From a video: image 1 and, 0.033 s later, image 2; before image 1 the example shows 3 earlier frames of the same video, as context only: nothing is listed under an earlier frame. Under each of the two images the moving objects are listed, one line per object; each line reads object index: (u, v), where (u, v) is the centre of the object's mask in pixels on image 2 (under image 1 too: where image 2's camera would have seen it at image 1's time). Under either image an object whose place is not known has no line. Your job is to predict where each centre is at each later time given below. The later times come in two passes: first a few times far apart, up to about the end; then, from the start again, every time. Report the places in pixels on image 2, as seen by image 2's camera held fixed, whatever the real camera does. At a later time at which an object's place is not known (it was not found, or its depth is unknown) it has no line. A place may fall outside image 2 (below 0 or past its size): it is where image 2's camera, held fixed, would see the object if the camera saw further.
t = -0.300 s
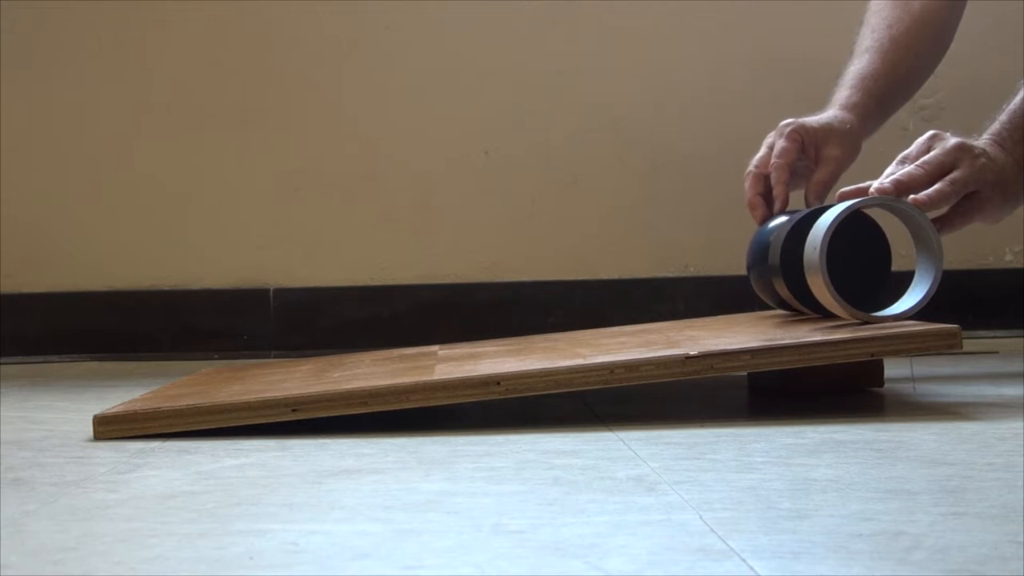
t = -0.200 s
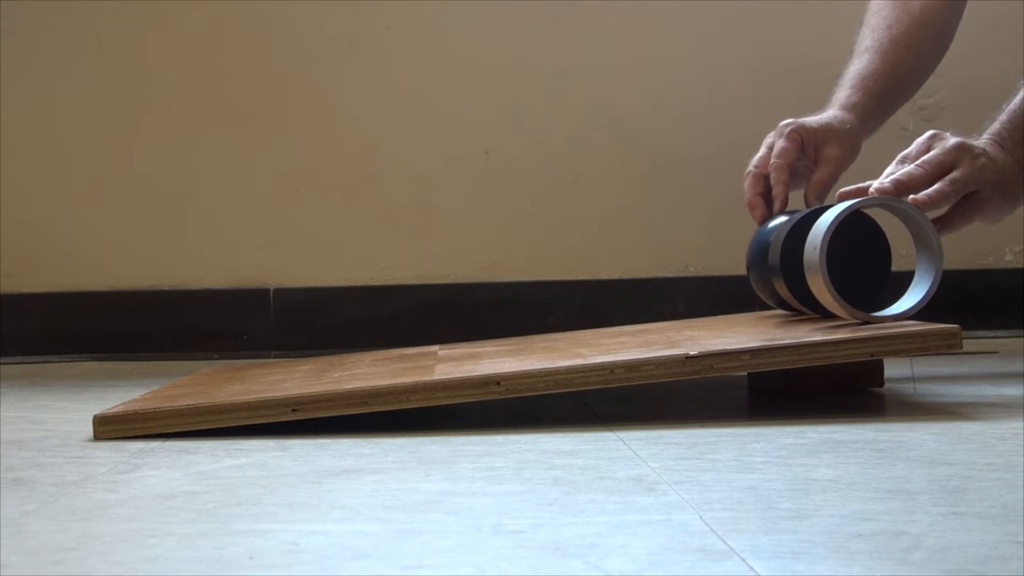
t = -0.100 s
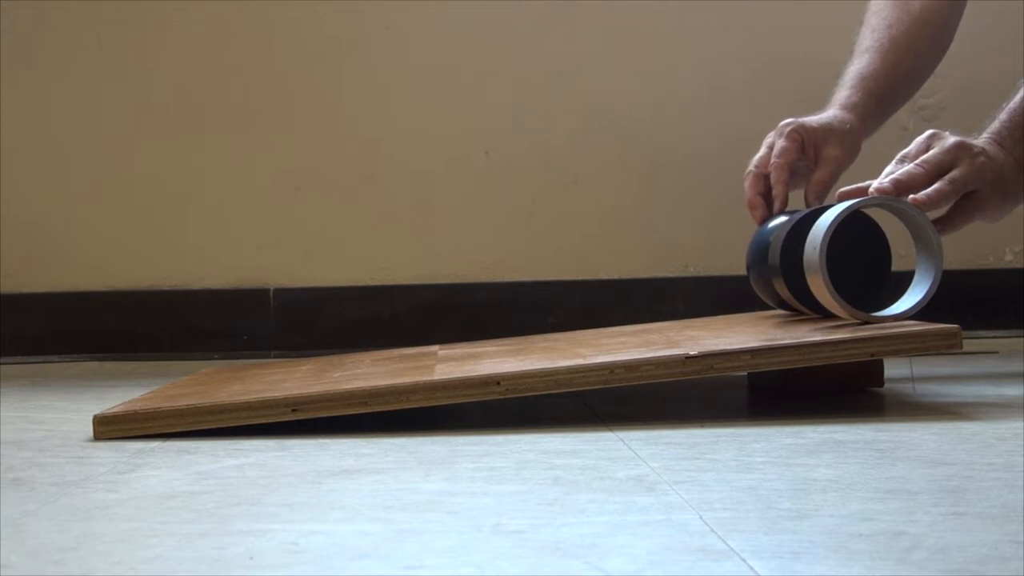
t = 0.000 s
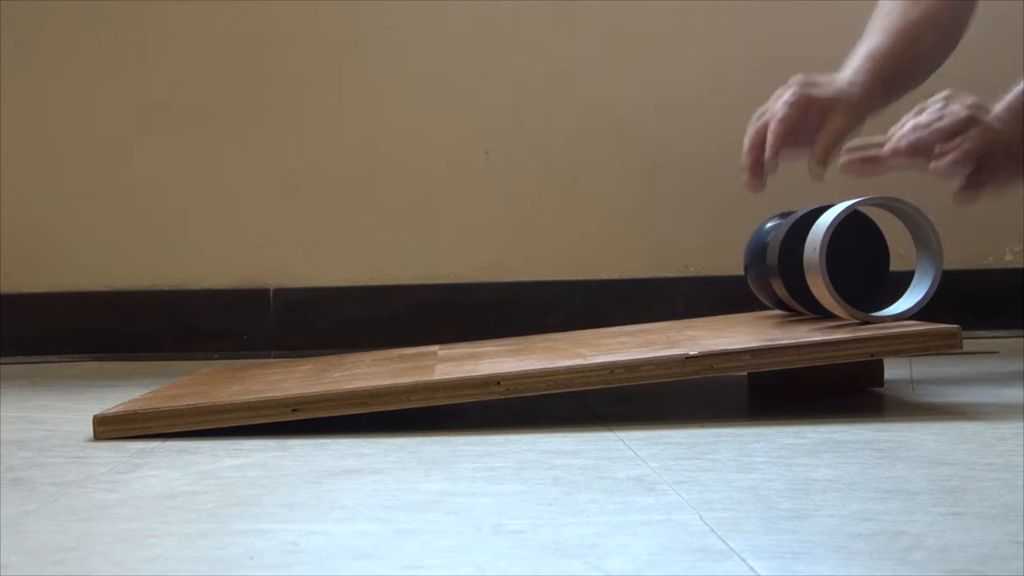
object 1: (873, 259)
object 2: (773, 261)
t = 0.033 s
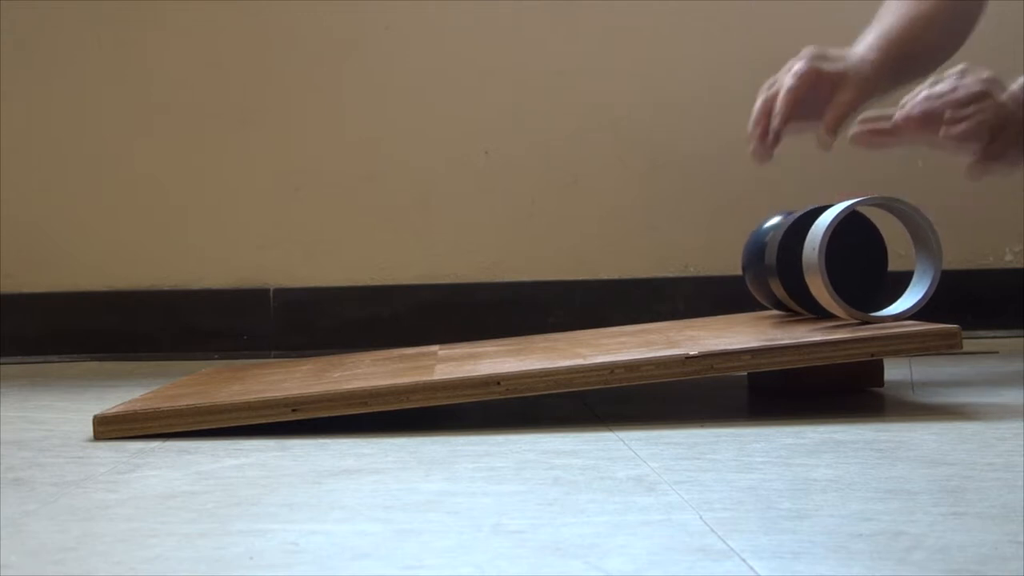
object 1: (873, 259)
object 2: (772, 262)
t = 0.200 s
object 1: (860, 260)
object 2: (749, 265)
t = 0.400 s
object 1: (827, 264)
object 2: (706, 270)
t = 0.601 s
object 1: (776, 269)
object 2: (639, 276)
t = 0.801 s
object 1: (706, 276)
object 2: (548, 286)
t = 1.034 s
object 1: (603, 286)
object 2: (411, 300)
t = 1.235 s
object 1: (489, 298)
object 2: (268, 314)
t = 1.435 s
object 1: (356, 311)
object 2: (97, 338)
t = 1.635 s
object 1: (205, 327)
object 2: (24, 355)
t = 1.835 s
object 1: (74, 337)
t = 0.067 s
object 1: (871, 259)
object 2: (766, 263)
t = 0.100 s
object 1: (869, 259)
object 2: (766, 262)
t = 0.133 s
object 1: (867, 260)
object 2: (759, 264)
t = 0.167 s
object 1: (864, 260)
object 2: (759, 263)
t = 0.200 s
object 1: (860, 260)
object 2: (749, 265)
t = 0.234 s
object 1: (856, 261)
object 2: (747, 264)
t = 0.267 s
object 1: (851, 261)
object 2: (737, 266)
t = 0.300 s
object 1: (847, 262)
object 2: (730, 267)
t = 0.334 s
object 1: (840, 263)
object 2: (726, 266)
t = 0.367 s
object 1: (834, 263)
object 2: (715, 268)
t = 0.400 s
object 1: (827, 264)
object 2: (706, 270)
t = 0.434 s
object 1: (820, 265)
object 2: (696, 271)
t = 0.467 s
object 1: (812, 265)
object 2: (686, 272)
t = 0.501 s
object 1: (804, 266)
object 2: (675, 273)
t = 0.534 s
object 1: (795, 267)
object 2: (664, 274)
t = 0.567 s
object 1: (785, 268)
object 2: (652, 276)
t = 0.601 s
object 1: (776, 269)
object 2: (639, 276)
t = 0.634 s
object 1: (765, 270)
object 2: (626, 278)
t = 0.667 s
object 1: (754, 271)
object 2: (611, 279)
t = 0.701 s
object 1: (743, 272)
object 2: (597, 280)
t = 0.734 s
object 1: (731, 273)
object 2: (582, 282)
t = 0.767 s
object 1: (719, 274)
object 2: (565, 284)
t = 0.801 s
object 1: (706, 276)
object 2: (548, 286)
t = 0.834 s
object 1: (693, 277)
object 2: (530, 288)
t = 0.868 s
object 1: (679, 278)
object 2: (513, 290)
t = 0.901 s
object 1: (665, 280)
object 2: (494, 292)
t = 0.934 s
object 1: (650, 281)
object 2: (475, 294)
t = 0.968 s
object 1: (635, 283)
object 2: (454, 296)
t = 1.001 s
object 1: (620, 285)
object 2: (432, 298)
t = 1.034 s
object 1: (603, 286)
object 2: (411, 300)
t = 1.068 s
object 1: (585, 288)
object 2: (390, 303)
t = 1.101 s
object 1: (567, 290)
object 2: (366, 305)
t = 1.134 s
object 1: (549, 292)
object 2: (343, 307)
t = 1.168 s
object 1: (530, 294)
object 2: (318, 309)
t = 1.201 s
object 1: (510, 296)
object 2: (293, 312)
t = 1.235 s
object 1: (489, 298)
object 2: (268, 314)
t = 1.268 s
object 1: (468, 300)
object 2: (242, 317)
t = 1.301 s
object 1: (447, 302)
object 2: (213, 319)
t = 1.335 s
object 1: (424, 305)
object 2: (186, 322)
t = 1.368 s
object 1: (402, 307)
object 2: (156, 324)
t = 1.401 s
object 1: (379, 309)
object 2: (127, 333)
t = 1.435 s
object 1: (356, 311)
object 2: (97, 338)
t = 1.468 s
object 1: (332, 314)
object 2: (69, 331)
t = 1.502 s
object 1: (308, 316)
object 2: (70, 330)
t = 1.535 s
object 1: (283, 318)
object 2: (74, 343)
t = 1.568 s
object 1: (257, 320)
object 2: (58, 342)
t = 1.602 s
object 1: (231, 323)
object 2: (40, 345)
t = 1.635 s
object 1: (205, 327)
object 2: (24, 355)
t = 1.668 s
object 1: (177, 329)
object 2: (11, 344)
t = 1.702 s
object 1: (149, 332)
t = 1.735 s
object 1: (121, 335)
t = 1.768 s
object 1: (92, 346)
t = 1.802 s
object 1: (33, 326)
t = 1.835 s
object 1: (74, 337)
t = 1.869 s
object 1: (42, 353)
